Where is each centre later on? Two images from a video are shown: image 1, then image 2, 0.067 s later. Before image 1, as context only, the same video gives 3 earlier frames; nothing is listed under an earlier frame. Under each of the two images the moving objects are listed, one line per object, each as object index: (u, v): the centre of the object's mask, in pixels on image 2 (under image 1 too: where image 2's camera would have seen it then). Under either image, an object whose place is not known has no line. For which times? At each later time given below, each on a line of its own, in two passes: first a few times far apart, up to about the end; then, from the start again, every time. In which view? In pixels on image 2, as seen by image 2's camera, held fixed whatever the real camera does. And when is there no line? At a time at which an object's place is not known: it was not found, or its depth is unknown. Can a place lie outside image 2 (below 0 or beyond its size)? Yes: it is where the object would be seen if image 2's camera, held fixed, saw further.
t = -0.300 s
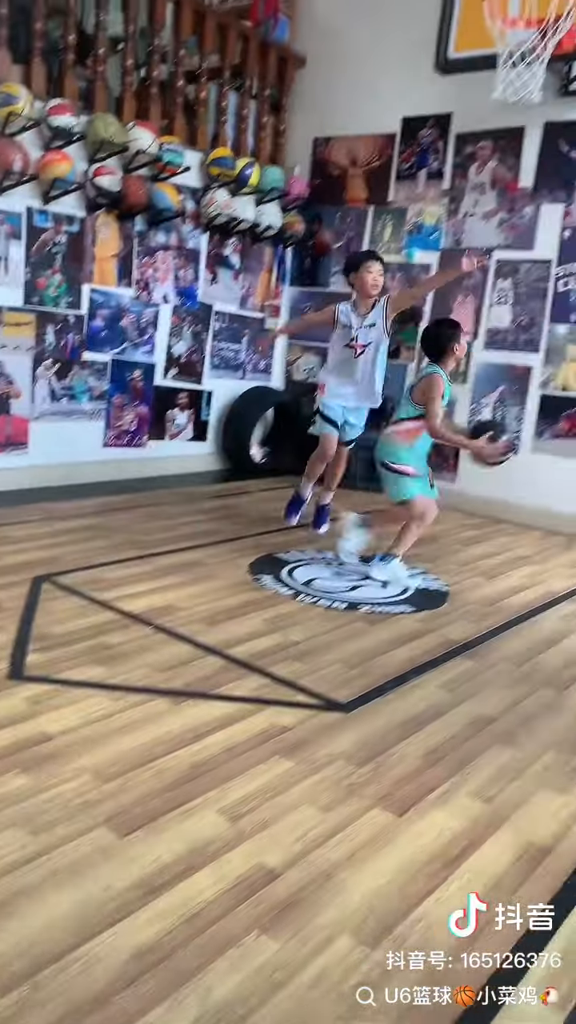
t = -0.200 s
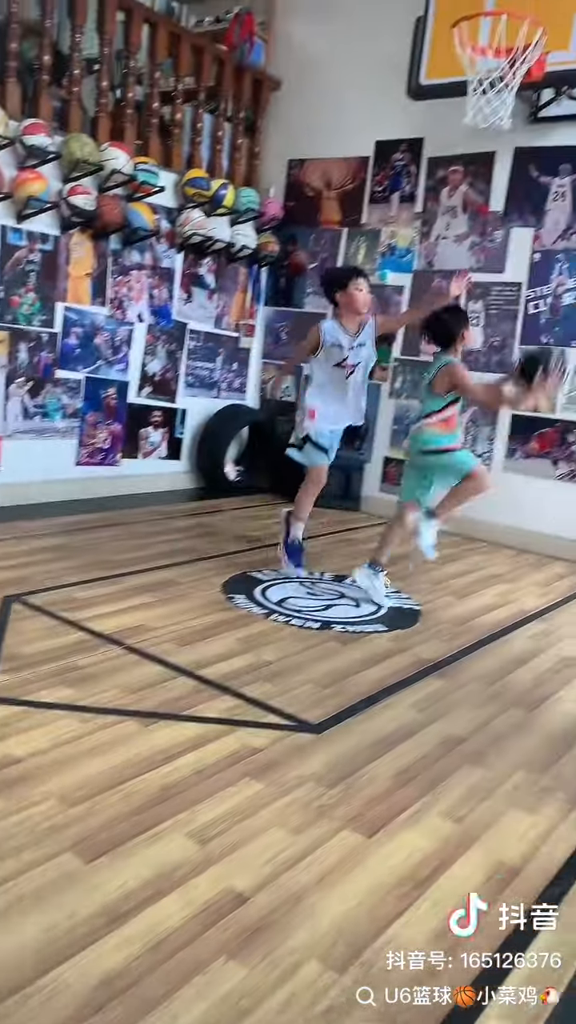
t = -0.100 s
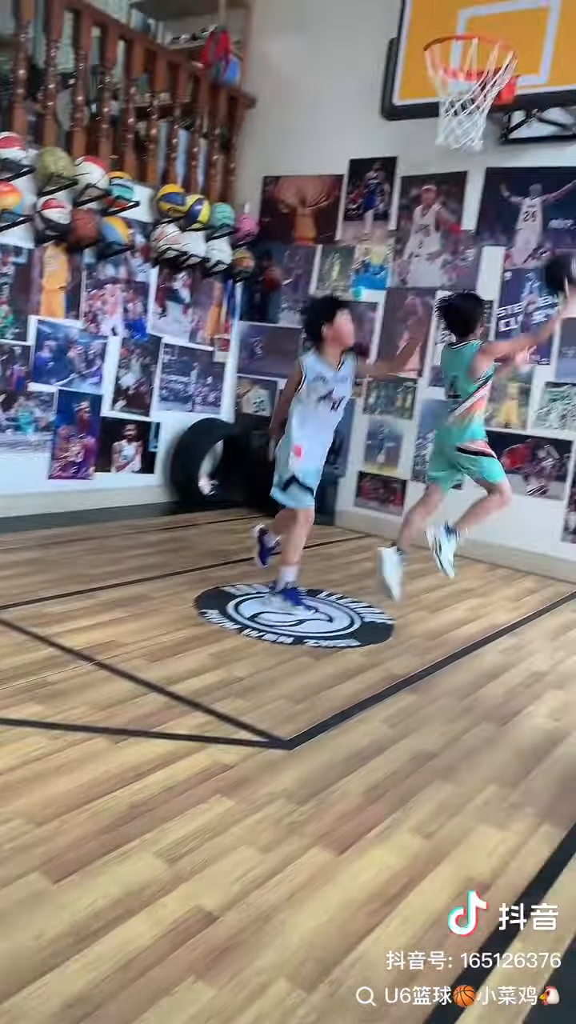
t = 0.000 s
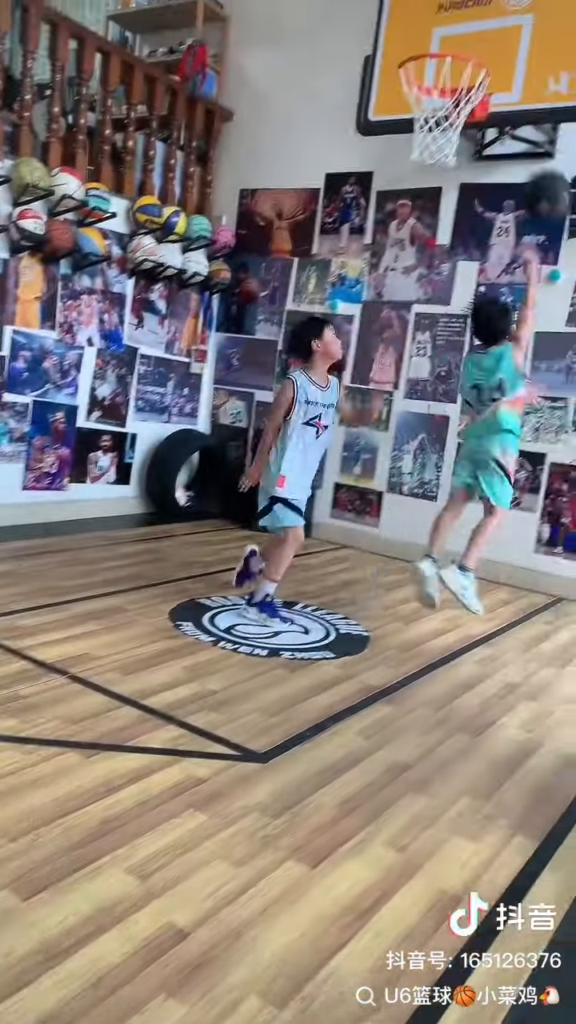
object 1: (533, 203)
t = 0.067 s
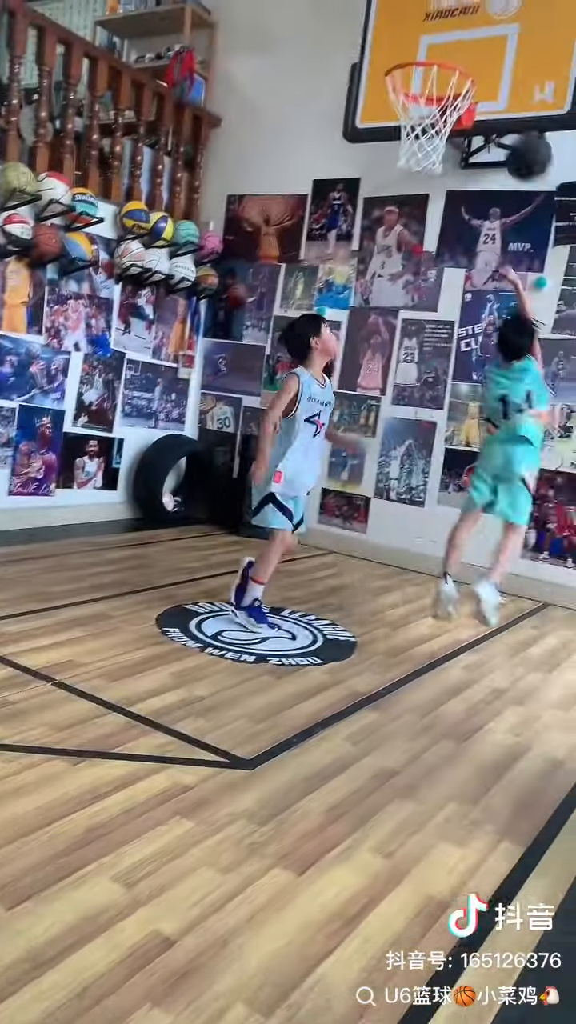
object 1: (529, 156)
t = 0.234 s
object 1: (516, 93)
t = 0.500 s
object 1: (524, 84)
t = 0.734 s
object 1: (562, 188)
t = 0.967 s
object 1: (580, 404)
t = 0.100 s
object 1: (526, 141)
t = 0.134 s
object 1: (525, 124)
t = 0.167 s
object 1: (523, 111)
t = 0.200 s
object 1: (519, 100)
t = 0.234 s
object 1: (516, 93)
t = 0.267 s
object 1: (513, 88)
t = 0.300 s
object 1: (507, 83)
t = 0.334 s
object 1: (500, 79)
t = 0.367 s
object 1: (496, 76)
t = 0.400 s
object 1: (503, 76)
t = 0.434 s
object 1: (510, 76)
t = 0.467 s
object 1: (517, 79)
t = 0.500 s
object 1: (524, 84)
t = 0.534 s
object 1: (530, 92)
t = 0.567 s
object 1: (537, 102)
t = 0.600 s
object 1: (543, 113)
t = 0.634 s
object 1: (549, 128)
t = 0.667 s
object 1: (553, 143)
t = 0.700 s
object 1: (558, 166)
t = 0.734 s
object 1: (562, 188)
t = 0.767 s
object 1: (567, 207)
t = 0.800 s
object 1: (571, 238)
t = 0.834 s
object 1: (569, 267)
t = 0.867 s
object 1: (569, 300)
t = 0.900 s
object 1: (568, 331)
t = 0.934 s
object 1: (576, 367)
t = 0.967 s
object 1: (580, 404)
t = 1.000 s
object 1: (582, 448)
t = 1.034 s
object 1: (586, 491)
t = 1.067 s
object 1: (587, 533)
